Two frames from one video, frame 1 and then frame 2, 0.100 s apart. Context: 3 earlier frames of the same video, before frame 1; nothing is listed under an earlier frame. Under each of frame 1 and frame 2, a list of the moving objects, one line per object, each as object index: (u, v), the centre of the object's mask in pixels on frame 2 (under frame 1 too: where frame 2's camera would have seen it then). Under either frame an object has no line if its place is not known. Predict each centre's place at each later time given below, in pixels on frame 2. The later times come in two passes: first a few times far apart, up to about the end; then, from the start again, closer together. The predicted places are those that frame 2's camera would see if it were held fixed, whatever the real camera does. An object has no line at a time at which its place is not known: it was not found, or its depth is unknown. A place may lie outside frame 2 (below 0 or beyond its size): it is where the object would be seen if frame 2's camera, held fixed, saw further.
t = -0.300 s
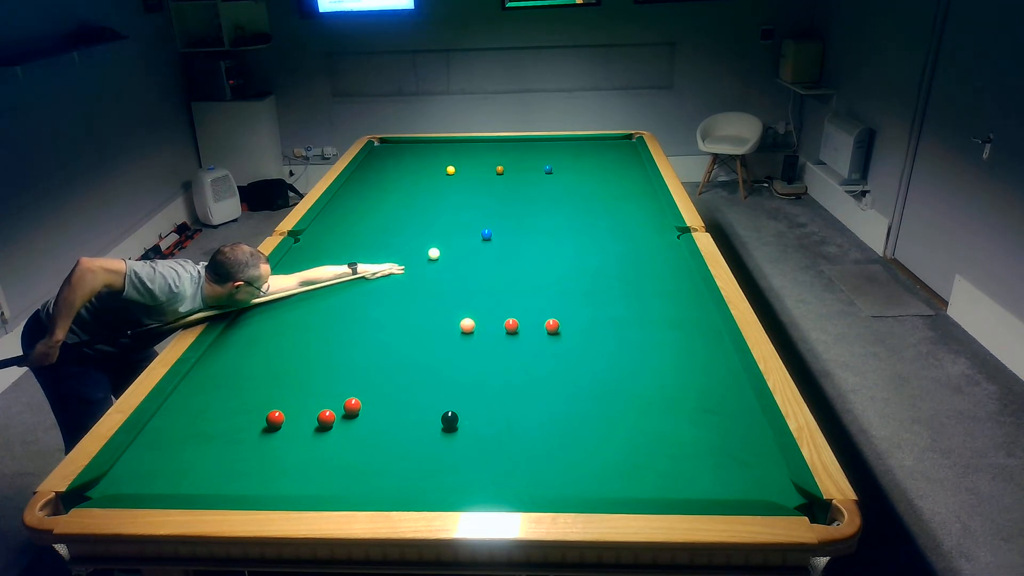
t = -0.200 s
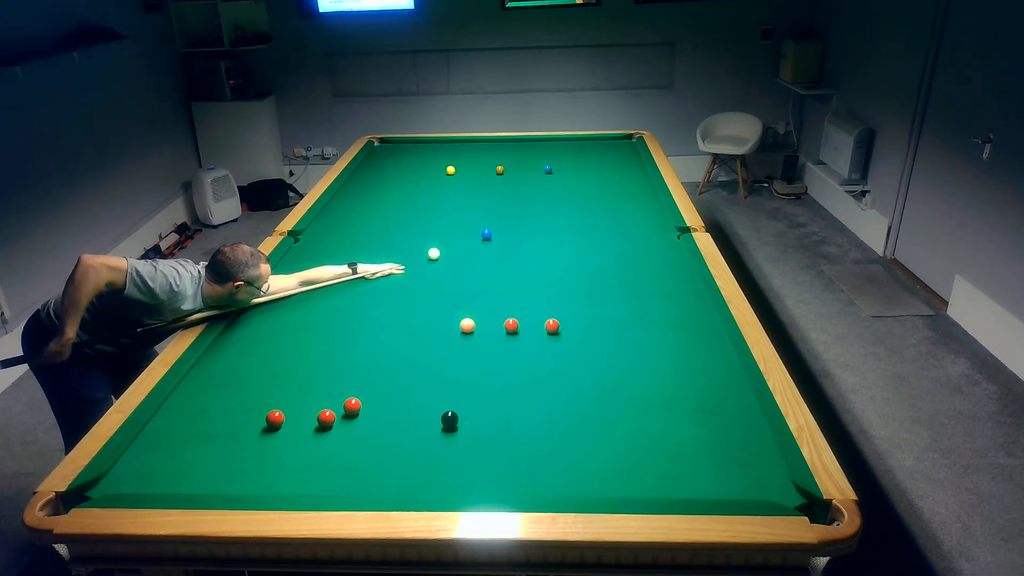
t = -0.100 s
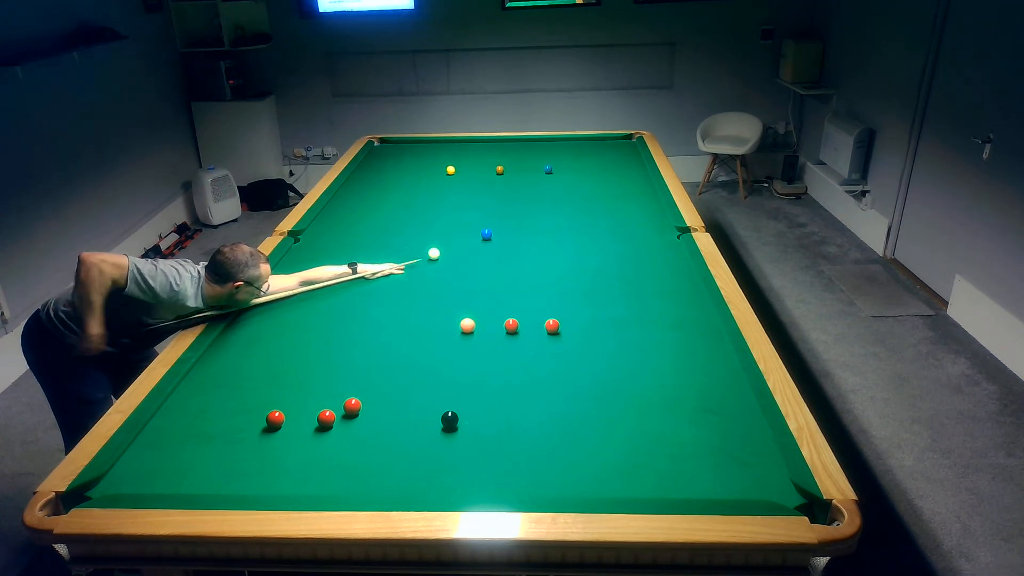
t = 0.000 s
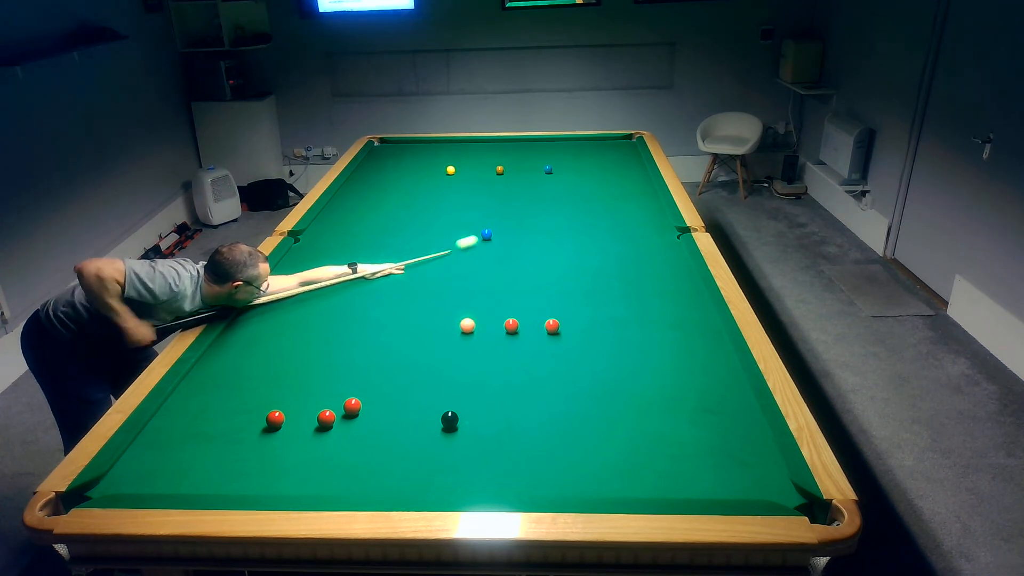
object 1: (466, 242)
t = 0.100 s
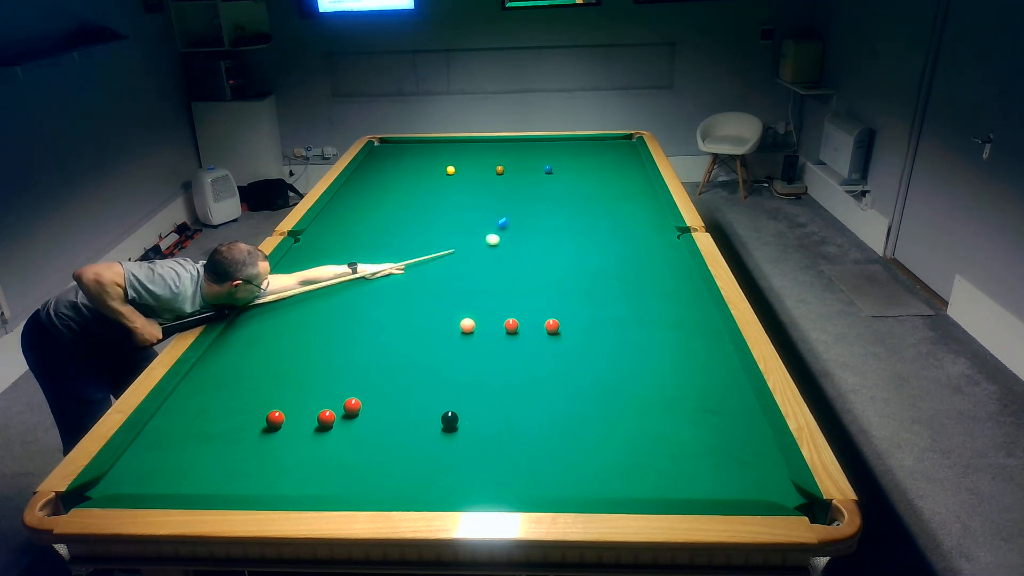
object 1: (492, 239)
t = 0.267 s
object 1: (512, 245)
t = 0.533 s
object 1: (535, 254)
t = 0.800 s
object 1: (558, 263)
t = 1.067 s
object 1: (581, 273)
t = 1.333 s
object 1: (604, 283)
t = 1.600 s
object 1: (627, 292)
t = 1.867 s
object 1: (650, 302)
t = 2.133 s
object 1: (672, 312)
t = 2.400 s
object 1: (694, 322)
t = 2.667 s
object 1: (713, 332)
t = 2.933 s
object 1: (707, 339)
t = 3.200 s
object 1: (701, 345)
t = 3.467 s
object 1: (696, 351)
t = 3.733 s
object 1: (690, 357)
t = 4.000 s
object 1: (685, 362)
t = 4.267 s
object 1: (682, 365)
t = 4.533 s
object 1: (679, 368)
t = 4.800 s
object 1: (677, 371)
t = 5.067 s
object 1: (676, 372)
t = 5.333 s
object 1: (675, 372)
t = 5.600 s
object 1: (675, 372)
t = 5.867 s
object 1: (675, 372)
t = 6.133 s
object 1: (675, 372)
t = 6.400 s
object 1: (675, 372)
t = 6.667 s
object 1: (675, 372)
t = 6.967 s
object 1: (675, 372)
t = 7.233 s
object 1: (675, 372)
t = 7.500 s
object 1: (675, 372)
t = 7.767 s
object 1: (675, 372)
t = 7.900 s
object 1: (675, 372)
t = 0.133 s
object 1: (497, 240)
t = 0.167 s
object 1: (502, 241)
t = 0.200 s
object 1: (506, 242)
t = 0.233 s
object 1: (509, 243)
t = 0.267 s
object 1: (512, 245)
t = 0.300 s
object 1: (515, 246)
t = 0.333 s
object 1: (518, 247)
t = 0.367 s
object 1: (521, 248)
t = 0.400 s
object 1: (524, 249)
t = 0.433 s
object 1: (526, 250)
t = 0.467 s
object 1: (529, 252)
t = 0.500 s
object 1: (532, 253)
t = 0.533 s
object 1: (535, 254)
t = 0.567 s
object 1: (538, 255)
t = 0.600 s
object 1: (541, 256)
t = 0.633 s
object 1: (544, 257)
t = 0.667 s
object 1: (546, 259)
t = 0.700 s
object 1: (549, 260)
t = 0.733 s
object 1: (552, 260)
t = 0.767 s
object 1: (555, 262)
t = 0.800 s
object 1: (558, 263)
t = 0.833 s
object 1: (561, 264)
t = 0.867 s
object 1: (564, 266)
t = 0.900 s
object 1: (567, 267)
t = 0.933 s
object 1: (570, 268)
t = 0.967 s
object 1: (572, 269)
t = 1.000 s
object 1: (575, 270)
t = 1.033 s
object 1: (578, 271)
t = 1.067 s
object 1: (581, 273)
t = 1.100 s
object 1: (584, 274)
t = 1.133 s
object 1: (587, 275)
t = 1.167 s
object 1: (590, 276)
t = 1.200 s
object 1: (593, 277)
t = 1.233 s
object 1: (596, 279)
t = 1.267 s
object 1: (598, 280)
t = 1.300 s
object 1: (601, 281)
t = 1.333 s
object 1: (604, 283)
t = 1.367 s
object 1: (607, 284)
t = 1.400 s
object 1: (610, 285)
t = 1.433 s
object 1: (613, 286)
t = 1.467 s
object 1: (616, 287)
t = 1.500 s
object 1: (618, 289)
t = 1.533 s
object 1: (621, 290)
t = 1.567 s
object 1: (624, 291)
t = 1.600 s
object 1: (627, 292)
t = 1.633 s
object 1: (630, 294)
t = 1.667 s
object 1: (633, 295)
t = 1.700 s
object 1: (636, 296)
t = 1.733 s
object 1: (639, 297)
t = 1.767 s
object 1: (641, 298)
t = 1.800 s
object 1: (644, 300)
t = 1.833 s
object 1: (647, 301)
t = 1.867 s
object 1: (650, 302)
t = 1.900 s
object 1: (653, 303)
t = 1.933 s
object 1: (656, 304)
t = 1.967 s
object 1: (658, 306)
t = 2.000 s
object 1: (661, 307)
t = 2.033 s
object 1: (664, 308)
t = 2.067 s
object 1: (667, 309)
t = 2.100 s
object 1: (669, 311)
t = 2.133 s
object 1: (672, 312)
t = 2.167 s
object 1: (675, 313)
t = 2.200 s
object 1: (677, 314)
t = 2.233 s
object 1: (680, 316)
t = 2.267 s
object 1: (683, 317)
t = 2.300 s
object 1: (686, 318)
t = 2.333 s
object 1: (688, 319)
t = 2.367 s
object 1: (691, 321)
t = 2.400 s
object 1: (694, 322)
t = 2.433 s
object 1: (697, 323)
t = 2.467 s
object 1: (699, 324)
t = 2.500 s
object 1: (702, 326)
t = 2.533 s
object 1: (704, 327)
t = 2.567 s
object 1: (707, 328)
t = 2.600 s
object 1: (710, 329)
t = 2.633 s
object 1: (712, 330)
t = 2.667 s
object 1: (713, 332)
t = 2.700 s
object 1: (712, 333)
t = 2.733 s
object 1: (711, 333)
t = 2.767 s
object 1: (710, 334)
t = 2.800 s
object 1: (710, 335)
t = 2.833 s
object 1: (709, 336)
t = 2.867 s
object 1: (708, 337)
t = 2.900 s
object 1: (707, 338)
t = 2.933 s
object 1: (707, 339)
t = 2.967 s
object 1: (706, 340)
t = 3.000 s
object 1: (705, 340)
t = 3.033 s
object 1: (705, 341)
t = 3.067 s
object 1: (704, 342)
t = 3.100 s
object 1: (703, 343)
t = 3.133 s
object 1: (703, 344)
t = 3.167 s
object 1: (702, 345)
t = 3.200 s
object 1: (701, 345)
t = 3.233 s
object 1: (701, 346)
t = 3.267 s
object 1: (700, 347)
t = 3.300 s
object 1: (699, 348)
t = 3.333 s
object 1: (698, 348)
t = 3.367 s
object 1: (698, 349)
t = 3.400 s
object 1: (697, 350)
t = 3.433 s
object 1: (696, 351)
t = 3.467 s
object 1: (696, 351)
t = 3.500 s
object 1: (695, 352)
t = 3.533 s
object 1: (693, 353)
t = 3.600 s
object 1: (693, 354)
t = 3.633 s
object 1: (692, 355)
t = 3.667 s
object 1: (691, 356)
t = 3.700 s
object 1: (691, 356)
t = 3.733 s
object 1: (690, 357)
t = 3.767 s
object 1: (690, 357)
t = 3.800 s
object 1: (689, 358)
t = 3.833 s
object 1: (688, 359)
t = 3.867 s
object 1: (688, 359)
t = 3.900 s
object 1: (687, 360)
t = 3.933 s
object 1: (686, 361)
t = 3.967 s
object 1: (686, 361)
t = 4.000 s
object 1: (685, 362)
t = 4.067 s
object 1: (685, 362)
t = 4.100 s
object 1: (684, 363)
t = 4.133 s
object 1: (684, 364)
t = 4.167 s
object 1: (683, 364)
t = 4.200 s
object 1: (683, 364)
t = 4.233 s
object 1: (682, 365)
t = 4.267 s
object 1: (682, 365)
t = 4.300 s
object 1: (682, 366)
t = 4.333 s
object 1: (681, 366)
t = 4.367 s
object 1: (680, 367)
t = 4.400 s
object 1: (680, 367)
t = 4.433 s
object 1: (680, 368)
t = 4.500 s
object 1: (679, 368)
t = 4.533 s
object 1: (679, 368)
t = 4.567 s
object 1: (679, 369)
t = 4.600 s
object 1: (679, 369)
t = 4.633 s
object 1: (678, 369)
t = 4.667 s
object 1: (678, 370)
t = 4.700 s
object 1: (678, 370)
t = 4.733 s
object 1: (677, 370)
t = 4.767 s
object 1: (677, 371)
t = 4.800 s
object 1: (677, 371)
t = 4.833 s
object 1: (676, 371)
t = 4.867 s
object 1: (676, 371)
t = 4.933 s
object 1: (676, 371)
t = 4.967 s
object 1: (676, 371)
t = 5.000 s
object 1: (676, 372)
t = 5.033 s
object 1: (676, 372)
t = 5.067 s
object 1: (676, 372)
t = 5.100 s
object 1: (676, 372)
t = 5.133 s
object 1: (675, 372)
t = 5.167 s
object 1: (675, 372)
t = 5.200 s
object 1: (675, 372)
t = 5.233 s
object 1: (675, 372)
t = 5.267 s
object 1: (675, 372)
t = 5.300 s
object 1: (675, 372)
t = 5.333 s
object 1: (675, 372)
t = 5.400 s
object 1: (675, 372)
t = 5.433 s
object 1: (675, 372)
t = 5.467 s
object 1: (675, 372)
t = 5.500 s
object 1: (675, 372)
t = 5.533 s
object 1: (675, 372)
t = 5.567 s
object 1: (675, 372)
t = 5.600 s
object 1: (675, 372)
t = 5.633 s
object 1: (675, 372)
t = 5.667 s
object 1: (675, 372)
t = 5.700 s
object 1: (675, 372)
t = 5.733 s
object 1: (675, 372)
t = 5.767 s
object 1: (675, 372)
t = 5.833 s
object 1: (675, 372)
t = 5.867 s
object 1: (675, 372)
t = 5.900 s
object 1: (675, 372)
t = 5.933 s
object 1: (675, 372)
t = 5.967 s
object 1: (675, 372)
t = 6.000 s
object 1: (675, 372)
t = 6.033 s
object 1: (675, 372)
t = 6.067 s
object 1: (675, 372)
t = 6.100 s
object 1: (675, 372)
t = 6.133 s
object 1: (675, 372)
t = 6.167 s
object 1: (675, 372)
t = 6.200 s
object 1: (675, 372)
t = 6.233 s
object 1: (675, 372)
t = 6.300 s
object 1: (675, 372)
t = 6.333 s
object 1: (675, 372)
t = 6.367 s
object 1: (675, 372)
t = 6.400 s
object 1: (675, 372)
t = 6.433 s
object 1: (675, 372)
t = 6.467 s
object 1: (675, 372)
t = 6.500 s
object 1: (675, 372)
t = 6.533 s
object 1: (675, 372)
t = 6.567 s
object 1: (675, 372)
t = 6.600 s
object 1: (675, 372)
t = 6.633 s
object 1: (675, 372)
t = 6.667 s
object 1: (675, 372)
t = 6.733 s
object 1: (675, 372)
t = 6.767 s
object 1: (675, 372)
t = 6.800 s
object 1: (675, 372)
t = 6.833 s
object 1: (675, 372)
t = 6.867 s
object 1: (675, 372)
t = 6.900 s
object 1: (675, 372)
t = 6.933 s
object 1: (675, 372)
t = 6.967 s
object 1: (675, 372)
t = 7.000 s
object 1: (675, 372)
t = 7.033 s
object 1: (675, 372)
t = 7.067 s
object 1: (675, 372)
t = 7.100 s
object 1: (675, 372)
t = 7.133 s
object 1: (675, 372)
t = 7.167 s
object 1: (675, 372)
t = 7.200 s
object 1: (675, 372)
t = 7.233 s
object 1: (675, 372)
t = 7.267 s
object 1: (675, 372)
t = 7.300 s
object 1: (675, 372)
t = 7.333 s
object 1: (675, 372)
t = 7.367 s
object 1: (675, 372)
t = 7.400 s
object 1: (675, 372)
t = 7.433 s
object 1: (675, 372)
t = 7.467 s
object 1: (675, 372)
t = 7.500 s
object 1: (675, 372)
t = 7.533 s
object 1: (675, 372)
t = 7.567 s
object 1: (675, 372)
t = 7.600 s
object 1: (675, 372)
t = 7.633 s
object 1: (675, 372)
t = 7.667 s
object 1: (675, 372)
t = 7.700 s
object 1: (675, 372)
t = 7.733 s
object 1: (675, 372)
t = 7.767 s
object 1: (675, 372)
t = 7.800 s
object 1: (675, 372)
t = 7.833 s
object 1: (675, 372)
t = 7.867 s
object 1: (675, 372)
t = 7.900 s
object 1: (675, 372)
